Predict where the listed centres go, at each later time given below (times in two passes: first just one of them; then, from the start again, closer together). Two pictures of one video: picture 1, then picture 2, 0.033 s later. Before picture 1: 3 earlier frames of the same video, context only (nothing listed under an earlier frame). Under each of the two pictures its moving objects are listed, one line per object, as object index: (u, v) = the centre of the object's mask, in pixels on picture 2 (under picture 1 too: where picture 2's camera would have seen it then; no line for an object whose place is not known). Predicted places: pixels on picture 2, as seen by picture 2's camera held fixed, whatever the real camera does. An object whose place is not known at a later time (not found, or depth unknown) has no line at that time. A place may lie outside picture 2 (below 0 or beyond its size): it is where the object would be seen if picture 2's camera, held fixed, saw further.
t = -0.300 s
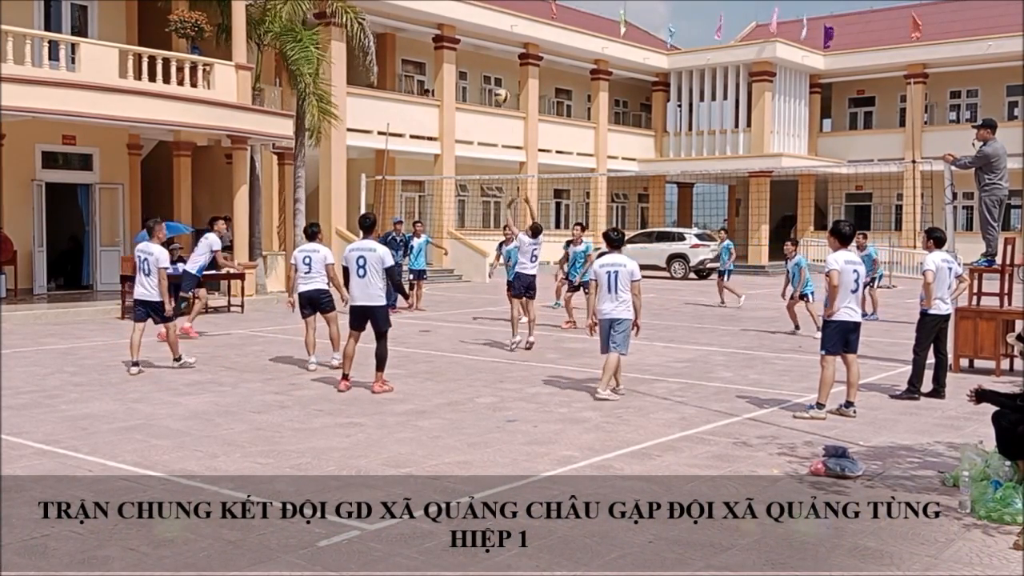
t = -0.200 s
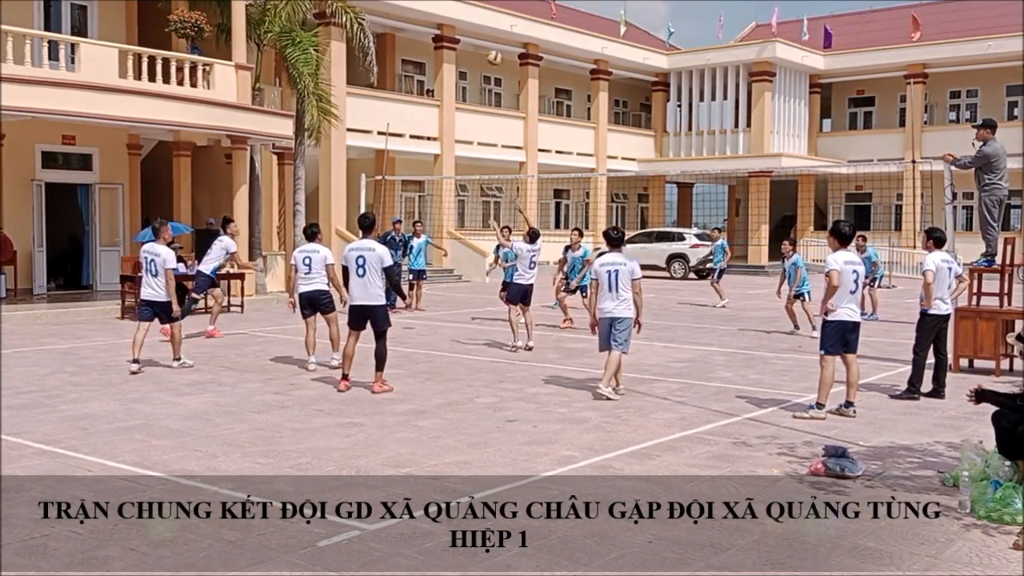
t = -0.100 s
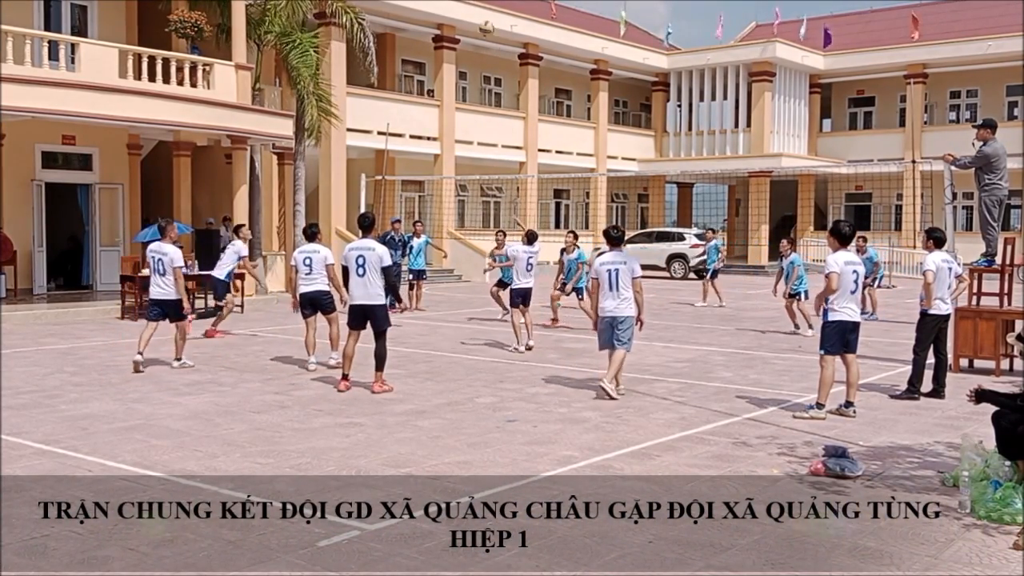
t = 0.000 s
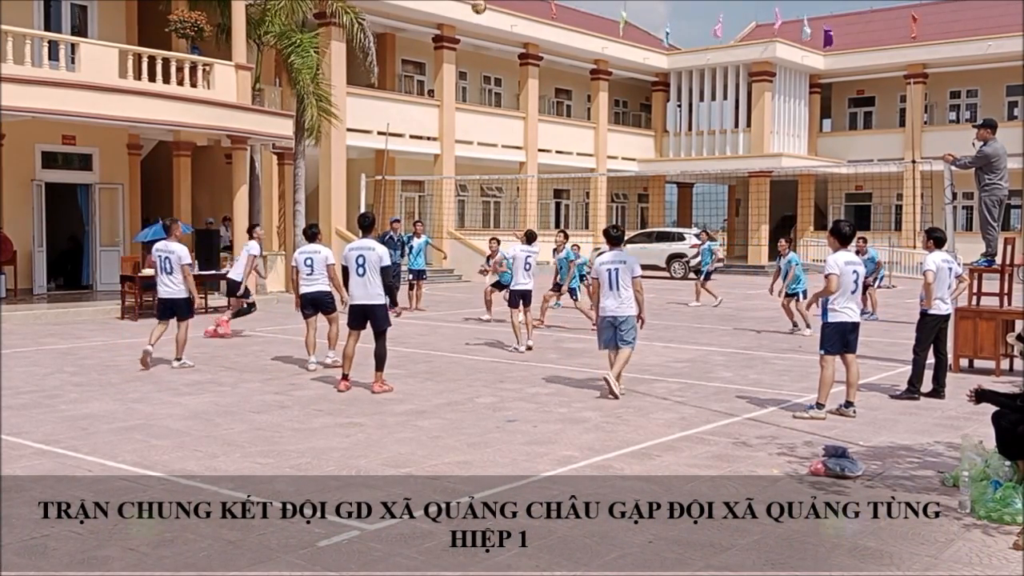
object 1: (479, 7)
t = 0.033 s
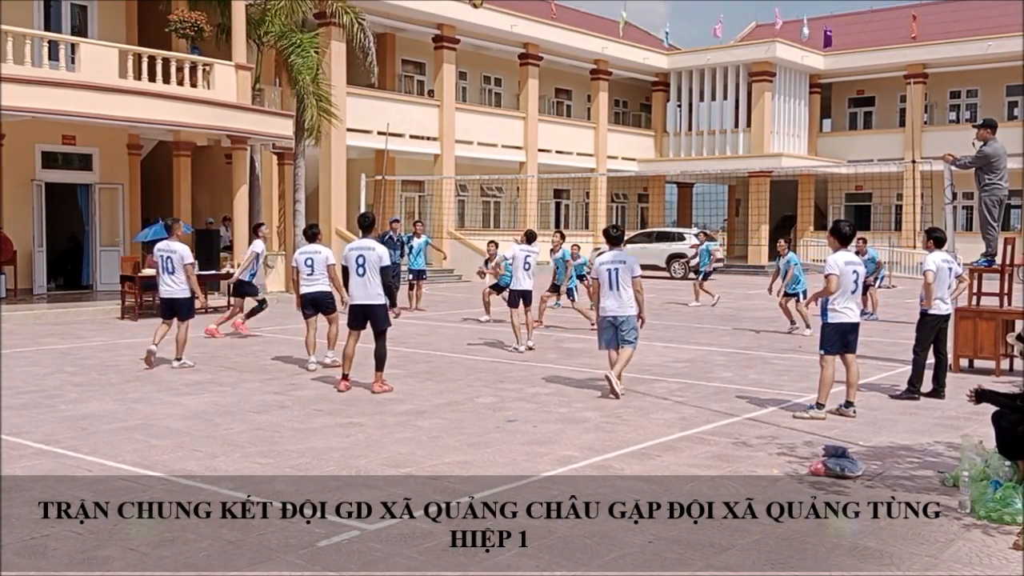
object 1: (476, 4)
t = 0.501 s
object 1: (439, 15)
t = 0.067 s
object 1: (474, 1)
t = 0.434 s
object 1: (446, 2)
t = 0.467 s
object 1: (443, 4)
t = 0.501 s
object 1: (439, 15)
